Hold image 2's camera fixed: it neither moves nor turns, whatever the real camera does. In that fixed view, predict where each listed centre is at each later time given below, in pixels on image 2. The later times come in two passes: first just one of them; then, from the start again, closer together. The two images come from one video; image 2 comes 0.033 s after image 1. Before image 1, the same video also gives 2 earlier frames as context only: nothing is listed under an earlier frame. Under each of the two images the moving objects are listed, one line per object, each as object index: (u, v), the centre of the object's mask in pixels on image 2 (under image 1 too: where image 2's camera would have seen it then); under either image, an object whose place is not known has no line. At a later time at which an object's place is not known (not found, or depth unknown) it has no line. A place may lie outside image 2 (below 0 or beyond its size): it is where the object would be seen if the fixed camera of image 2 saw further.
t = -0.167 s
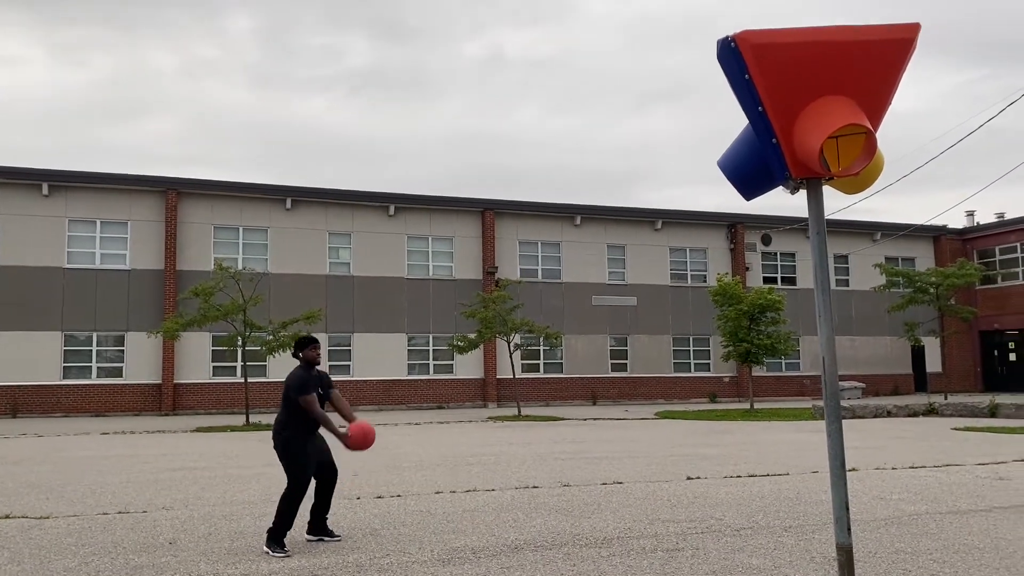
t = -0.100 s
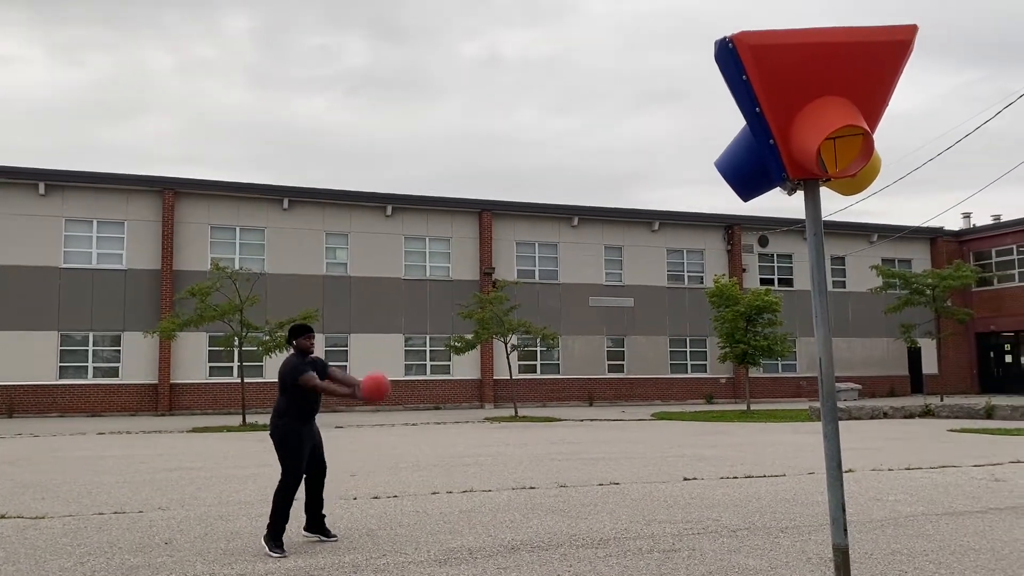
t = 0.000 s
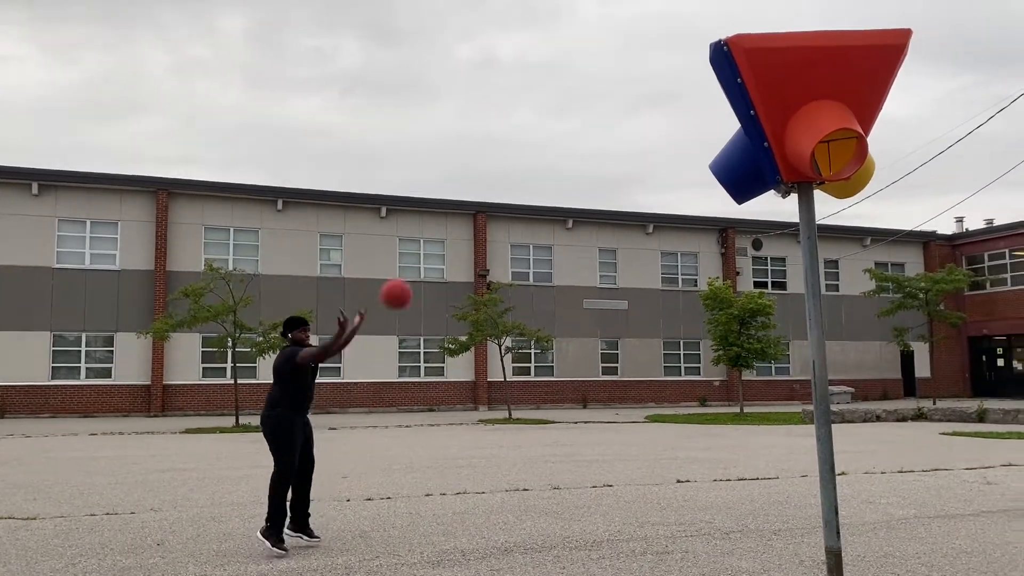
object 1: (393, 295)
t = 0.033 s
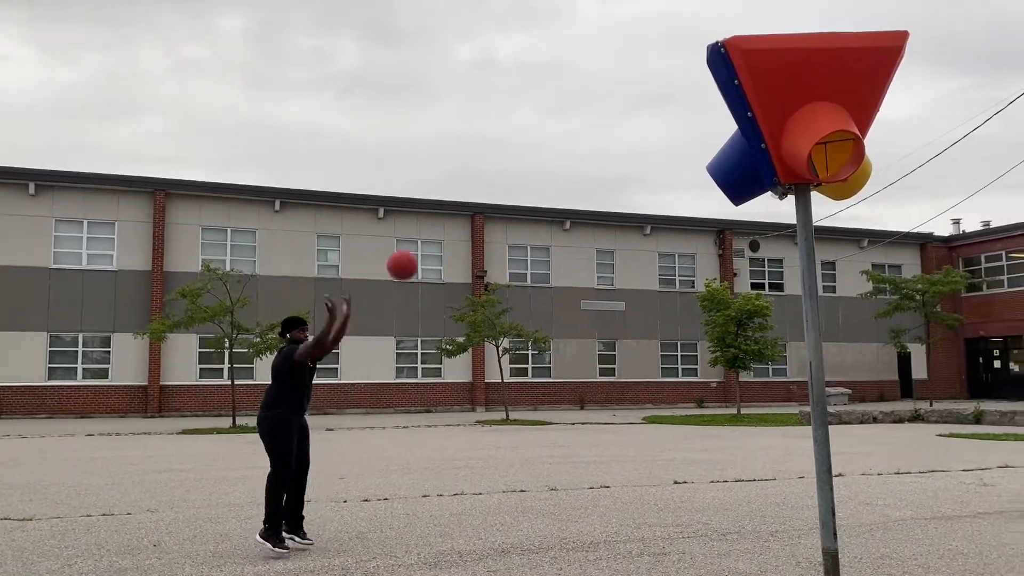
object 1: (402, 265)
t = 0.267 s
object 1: (462, 88)
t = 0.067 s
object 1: (411, 236)
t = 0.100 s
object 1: (419, 209)
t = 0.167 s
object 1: (437, 157)
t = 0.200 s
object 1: (445, 133)
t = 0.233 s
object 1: (453, 110)
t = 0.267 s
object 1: (462, 88)
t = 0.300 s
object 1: (471, 67)
